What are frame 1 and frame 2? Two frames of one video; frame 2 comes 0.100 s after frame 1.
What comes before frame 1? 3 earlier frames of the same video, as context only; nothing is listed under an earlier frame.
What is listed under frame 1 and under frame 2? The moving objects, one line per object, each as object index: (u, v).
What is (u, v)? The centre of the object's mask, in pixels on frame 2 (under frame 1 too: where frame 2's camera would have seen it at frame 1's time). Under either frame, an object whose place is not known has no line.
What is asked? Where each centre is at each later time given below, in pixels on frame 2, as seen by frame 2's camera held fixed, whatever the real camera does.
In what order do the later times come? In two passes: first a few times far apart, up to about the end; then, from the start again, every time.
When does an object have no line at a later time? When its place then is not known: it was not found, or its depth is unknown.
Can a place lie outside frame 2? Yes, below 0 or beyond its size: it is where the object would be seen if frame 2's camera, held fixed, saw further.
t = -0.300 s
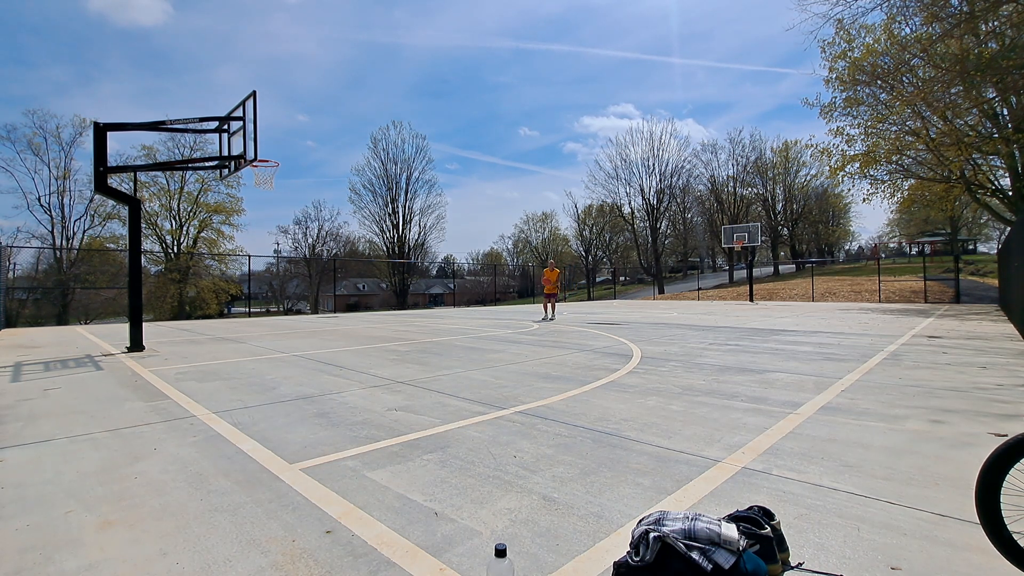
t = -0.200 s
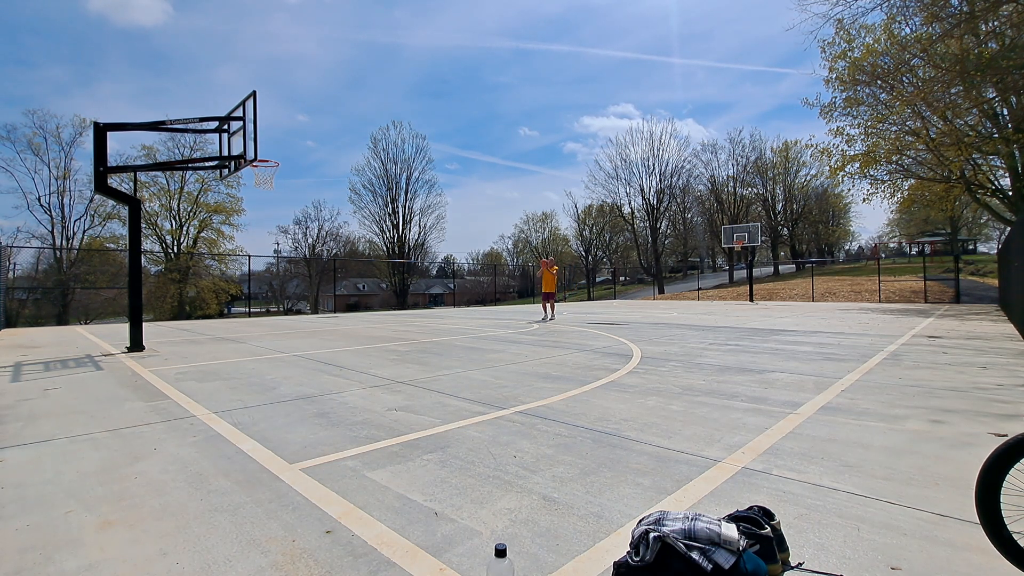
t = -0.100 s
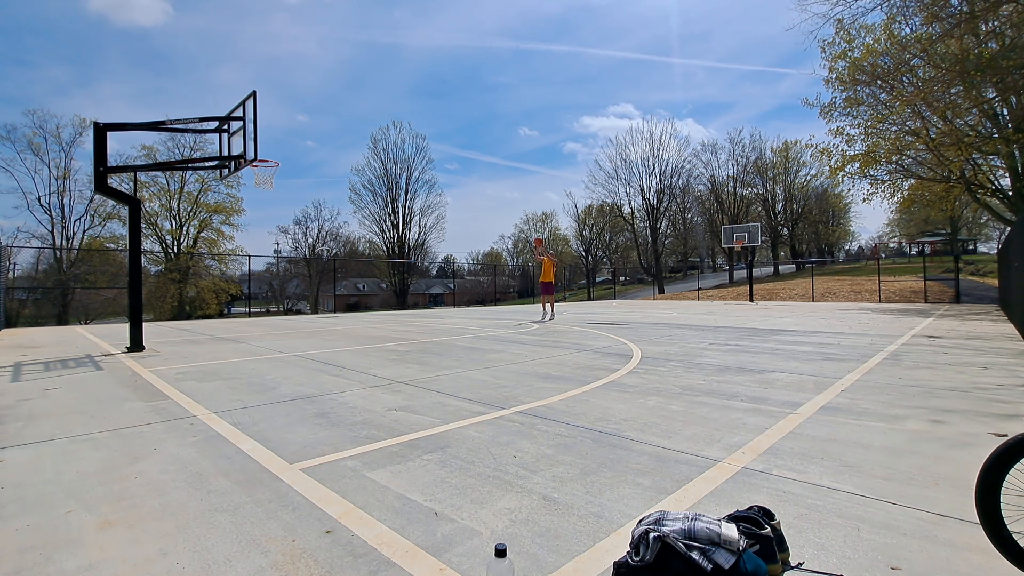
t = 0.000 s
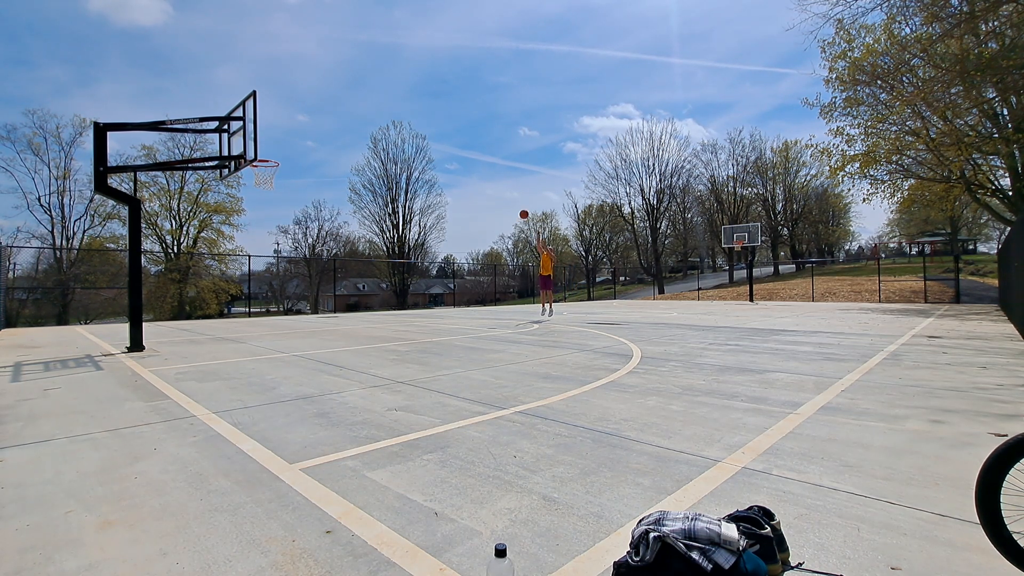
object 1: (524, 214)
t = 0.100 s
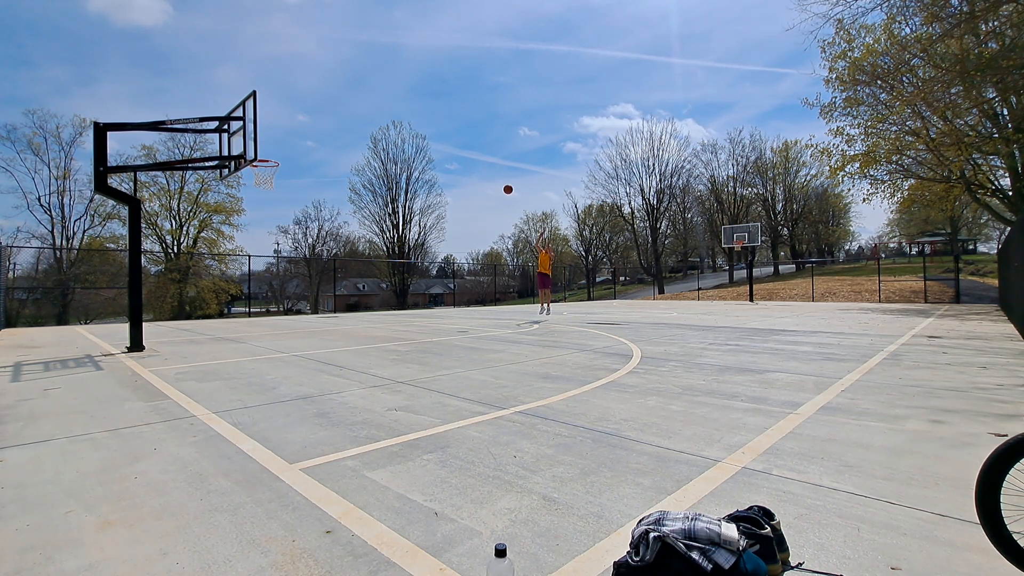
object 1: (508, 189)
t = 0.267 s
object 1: (480, 154)
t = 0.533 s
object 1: (430, 114)
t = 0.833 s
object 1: (364, 99)
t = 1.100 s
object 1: (293, 124)
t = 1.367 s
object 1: (262, 150)
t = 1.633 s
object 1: (301, 160)
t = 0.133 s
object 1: (502, 182)
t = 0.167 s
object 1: (497, 174)
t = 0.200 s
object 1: (491, 167)
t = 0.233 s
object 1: (485, 160)
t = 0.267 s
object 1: (480, 154)
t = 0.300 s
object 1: (474, 147)
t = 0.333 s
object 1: (468, 141)
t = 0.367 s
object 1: (462, 136)
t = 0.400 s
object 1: (456, 131)
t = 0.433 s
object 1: (450, 126)
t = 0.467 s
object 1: (443, 121)
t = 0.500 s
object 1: (437, 117)
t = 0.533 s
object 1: (430, 114)
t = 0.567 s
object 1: (423, 110)
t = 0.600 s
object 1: (416, 108)
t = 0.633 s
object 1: (409, 105)
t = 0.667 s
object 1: (402, 103)
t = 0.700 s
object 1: (395, 101)
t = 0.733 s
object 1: (387, 100)
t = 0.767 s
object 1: (380, 99)
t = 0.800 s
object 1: (372, 99)
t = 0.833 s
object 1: (364, 99)
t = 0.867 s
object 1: (356, 100)
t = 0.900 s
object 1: (348, 102)
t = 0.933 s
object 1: (339, 104)
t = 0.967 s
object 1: (331, 107)
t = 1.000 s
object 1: (322, 110)
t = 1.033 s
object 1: (312, 114)
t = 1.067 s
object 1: (303, 118)
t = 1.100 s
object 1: (293, 124)
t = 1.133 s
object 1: (283, 129)
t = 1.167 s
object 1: (273, 136)
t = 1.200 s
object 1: (263, 144)
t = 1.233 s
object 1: (252, 152)
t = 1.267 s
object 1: (241, 153)
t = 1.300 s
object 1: (247, 153)
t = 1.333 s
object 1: (253, 151)
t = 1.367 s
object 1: (262, 150)
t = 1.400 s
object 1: (265, 149)
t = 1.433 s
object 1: (270, 149)
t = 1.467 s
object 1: (276, 149)
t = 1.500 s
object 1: (281, 151)
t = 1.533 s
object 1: (286, 152)
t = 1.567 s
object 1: (291, 154)
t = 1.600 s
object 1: (296, 157)
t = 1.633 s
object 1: (301, 160)
